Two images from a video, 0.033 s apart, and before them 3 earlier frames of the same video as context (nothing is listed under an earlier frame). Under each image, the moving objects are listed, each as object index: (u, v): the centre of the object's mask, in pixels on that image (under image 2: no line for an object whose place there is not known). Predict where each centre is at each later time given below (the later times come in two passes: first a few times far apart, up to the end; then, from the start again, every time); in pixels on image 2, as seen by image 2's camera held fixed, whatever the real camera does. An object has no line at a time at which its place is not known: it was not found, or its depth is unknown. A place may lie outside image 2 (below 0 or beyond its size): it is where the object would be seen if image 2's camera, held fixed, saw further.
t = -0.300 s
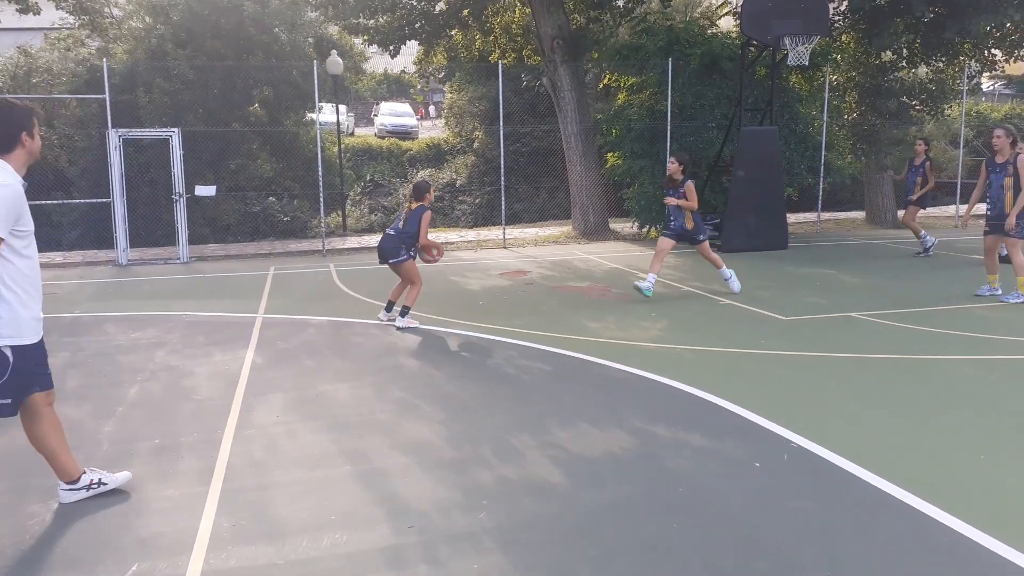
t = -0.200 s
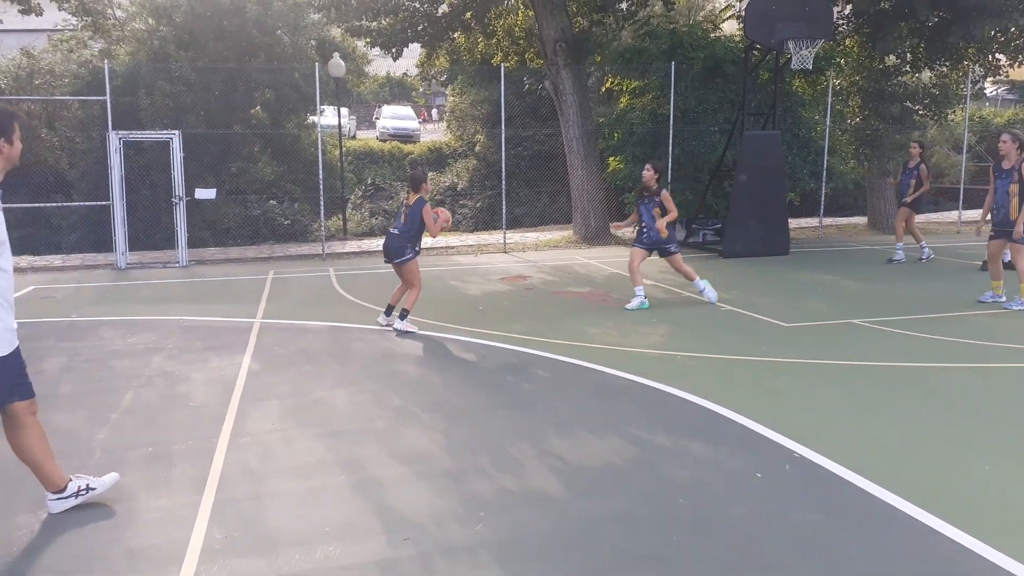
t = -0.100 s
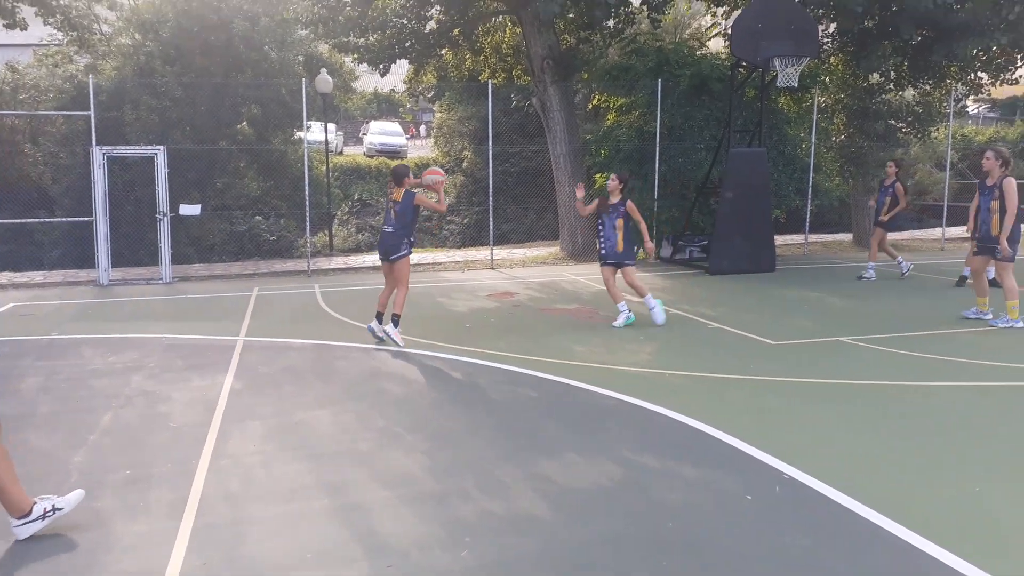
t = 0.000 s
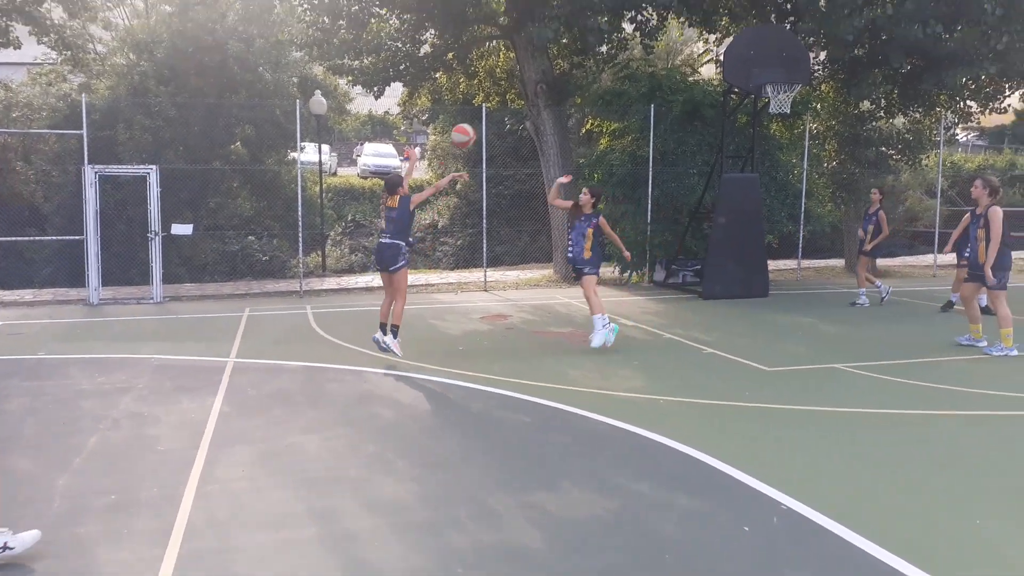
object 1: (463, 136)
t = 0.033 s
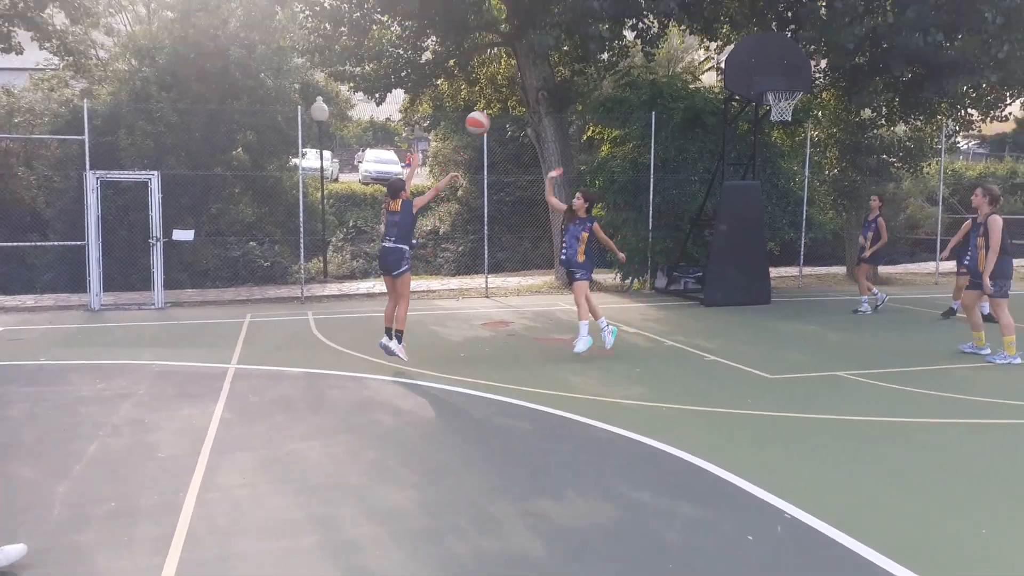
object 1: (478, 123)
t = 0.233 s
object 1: (552, 37)
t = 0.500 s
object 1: (636, -9)
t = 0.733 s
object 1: (697, 6)
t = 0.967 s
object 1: (746, 61)
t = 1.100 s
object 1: (754, 103)
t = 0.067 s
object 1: (490, 105)
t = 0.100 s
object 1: (503, 89)
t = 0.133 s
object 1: (516, 74)
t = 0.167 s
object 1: (528, 60)
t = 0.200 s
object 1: (540, 48)
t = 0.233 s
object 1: (552, 37)
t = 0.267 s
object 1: (563, 28)
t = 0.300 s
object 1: (574, 19)
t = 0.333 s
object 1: (585, 12)
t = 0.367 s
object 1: (596, 6)
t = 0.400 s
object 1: (606, 0)
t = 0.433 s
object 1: (616, -4)
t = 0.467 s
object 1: (626, -6)
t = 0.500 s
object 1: (636, -9)
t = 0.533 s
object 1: (646, -11)
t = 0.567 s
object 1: (655, -10)
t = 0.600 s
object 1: (663, -8)
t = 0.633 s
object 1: (672, -5)
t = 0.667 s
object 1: (680, -3)
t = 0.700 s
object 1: (688, 1)
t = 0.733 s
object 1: (697, 6)
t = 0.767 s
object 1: (705, 12)
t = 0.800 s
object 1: (713, 17)
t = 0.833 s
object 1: (720, 24)
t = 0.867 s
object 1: (727, 32)
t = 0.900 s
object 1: (734, 41)
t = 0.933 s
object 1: (740, 51)
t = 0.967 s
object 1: (746, 61)
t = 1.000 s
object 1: (753, 72)
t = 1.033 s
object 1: (759, 83)
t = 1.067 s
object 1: (762, 93)
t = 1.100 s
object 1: (754, 103)
